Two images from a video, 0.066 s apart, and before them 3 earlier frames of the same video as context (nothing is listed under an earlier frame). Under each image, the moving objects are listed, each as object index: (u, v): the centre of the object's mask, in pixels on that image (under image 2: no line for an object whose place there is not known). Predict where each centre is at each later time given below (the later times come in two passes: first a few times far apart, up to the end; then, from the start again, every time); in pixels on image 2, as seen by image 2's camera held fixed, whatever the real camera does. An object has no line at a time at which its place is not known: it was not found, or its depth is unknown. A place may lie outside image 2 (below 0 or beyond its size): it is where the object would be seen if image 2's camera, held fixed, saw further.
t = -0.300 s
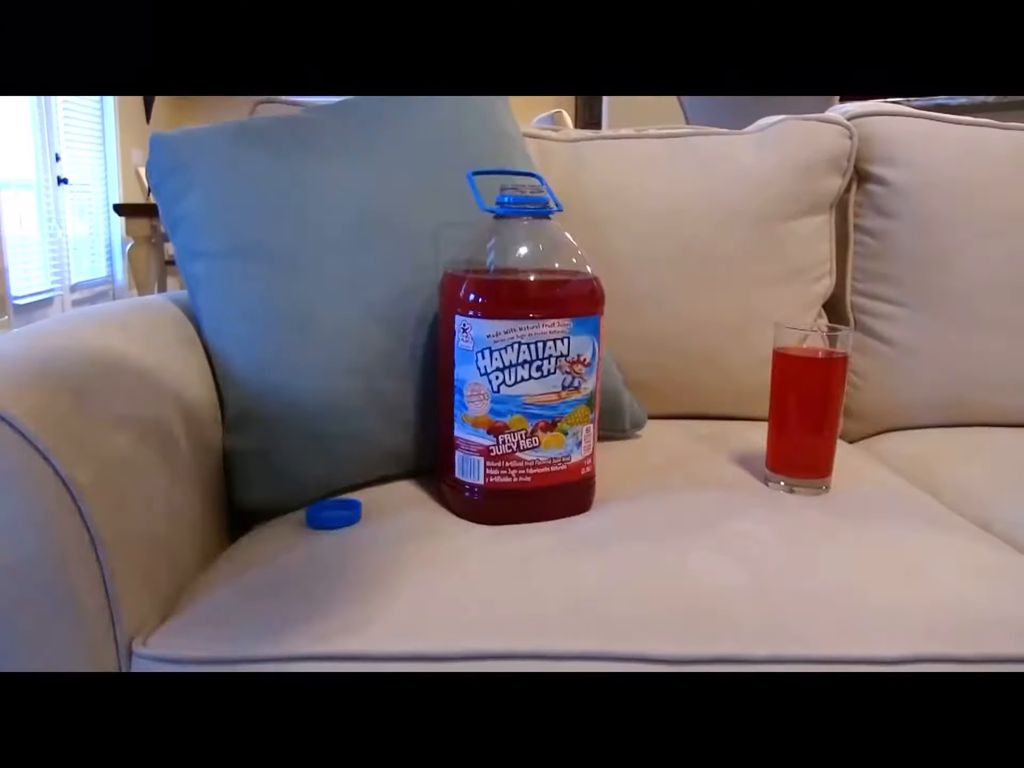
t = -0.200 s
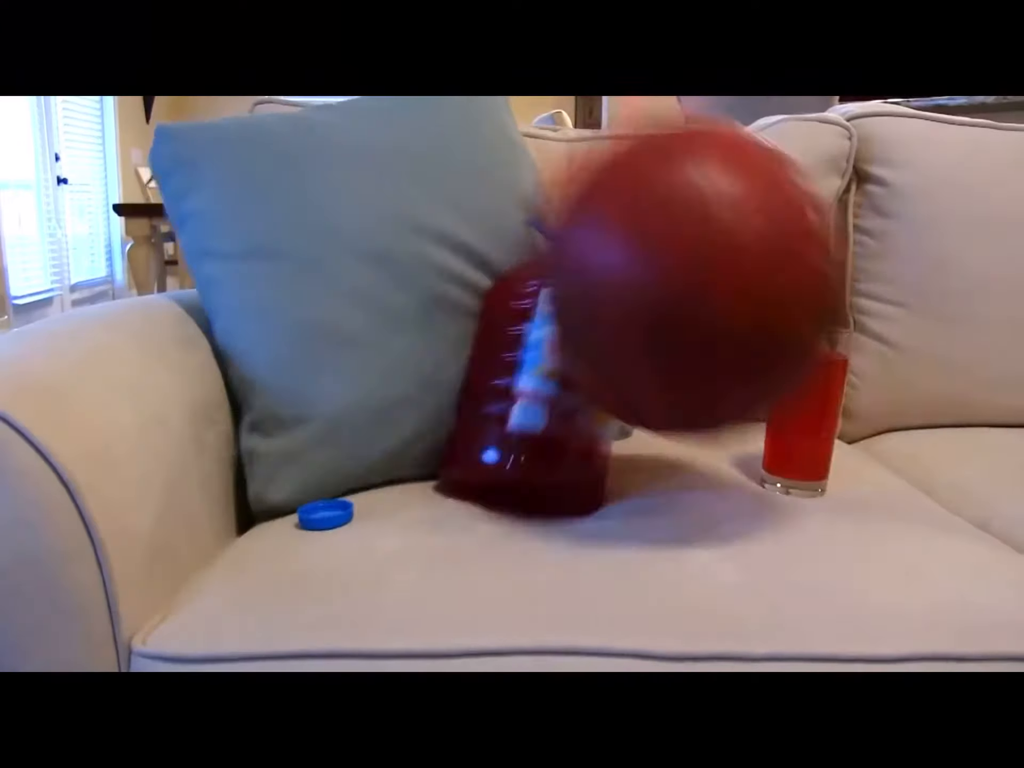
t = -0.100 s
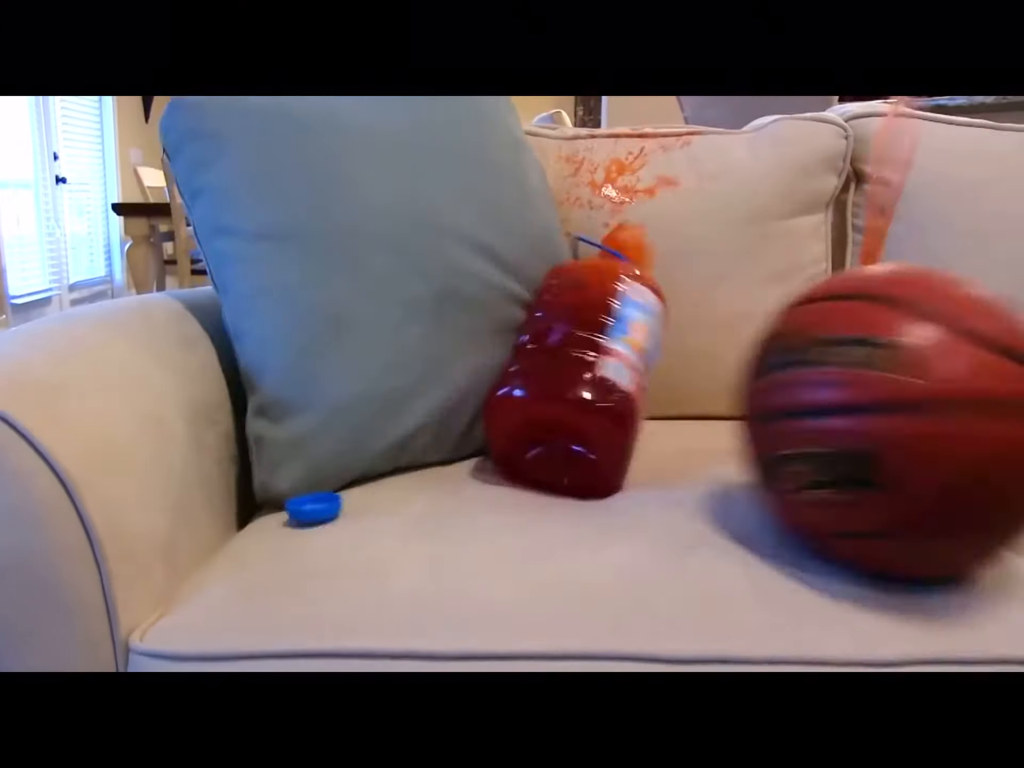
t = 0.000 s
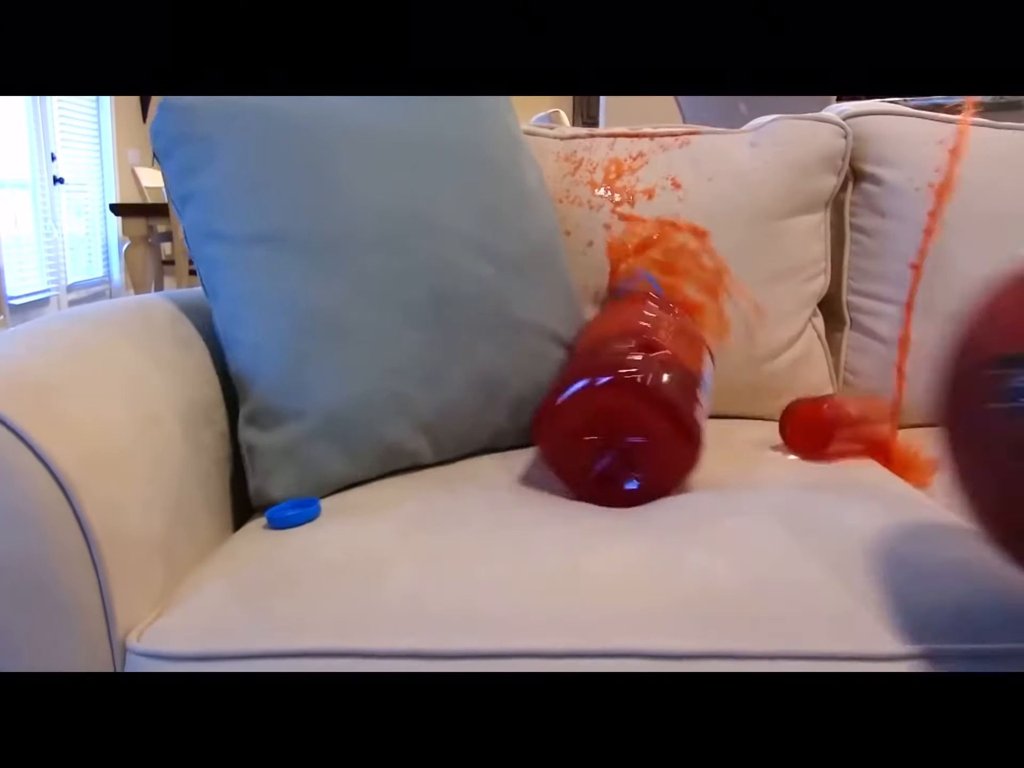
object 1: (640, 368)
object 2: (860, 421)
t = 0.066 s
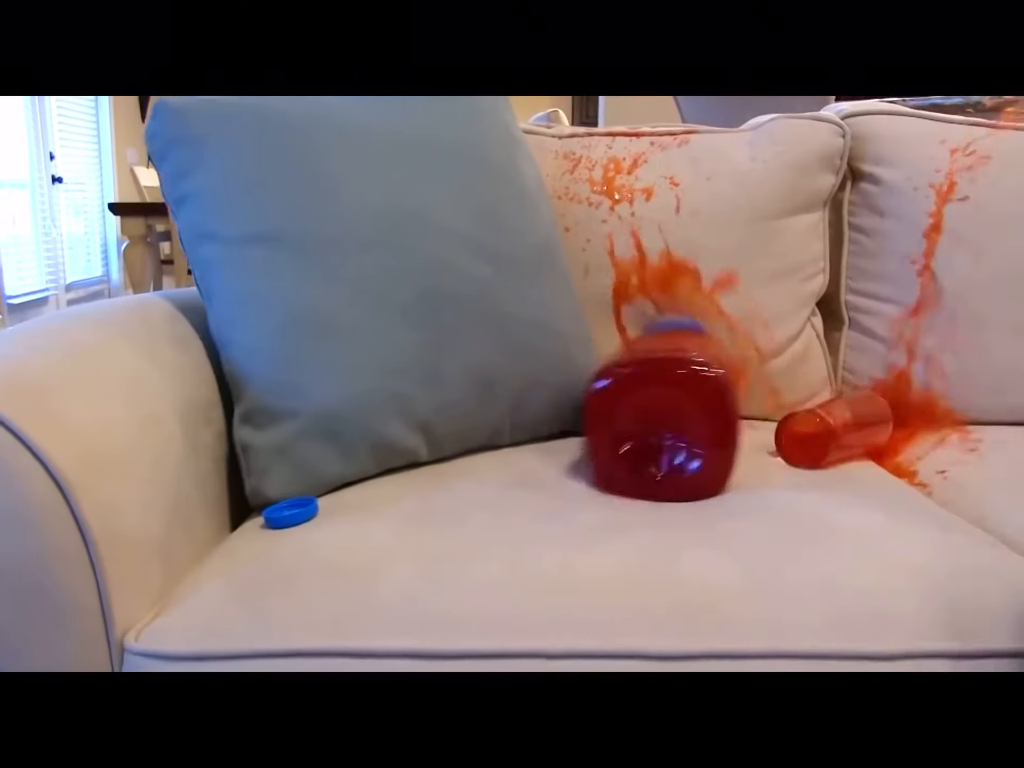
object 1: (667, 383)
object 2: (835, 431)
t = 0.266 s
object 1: (746, 415)
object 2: (863, 432)
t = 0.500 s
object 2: (934, 462)
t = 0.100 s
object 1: (683, 419)
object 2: (856, 427)
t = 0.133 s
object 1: (702, 421)
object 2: (837, 430)
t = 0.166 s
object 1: (717, 418)
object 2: (843, 431)
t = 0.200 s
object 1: (729, 414)
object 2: (848, 431)
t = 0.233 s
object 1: (739, 414)
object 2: (855, 431)
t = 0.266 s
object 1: (746, 415)
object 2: (863, 432)
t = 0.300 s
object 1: (754, 419)
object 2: (872, 435)
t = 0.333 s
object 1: (762, 421)
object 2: (882, 439)
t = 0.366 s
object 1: (772, 421)
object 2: (892, 445)
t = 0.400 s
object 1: (782, 422)
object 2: (902, 451)
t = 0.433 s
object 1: (790, 423)
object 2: (912, 457)
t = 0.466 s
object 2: (924, 461)
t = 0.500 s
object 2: (934, 462)
